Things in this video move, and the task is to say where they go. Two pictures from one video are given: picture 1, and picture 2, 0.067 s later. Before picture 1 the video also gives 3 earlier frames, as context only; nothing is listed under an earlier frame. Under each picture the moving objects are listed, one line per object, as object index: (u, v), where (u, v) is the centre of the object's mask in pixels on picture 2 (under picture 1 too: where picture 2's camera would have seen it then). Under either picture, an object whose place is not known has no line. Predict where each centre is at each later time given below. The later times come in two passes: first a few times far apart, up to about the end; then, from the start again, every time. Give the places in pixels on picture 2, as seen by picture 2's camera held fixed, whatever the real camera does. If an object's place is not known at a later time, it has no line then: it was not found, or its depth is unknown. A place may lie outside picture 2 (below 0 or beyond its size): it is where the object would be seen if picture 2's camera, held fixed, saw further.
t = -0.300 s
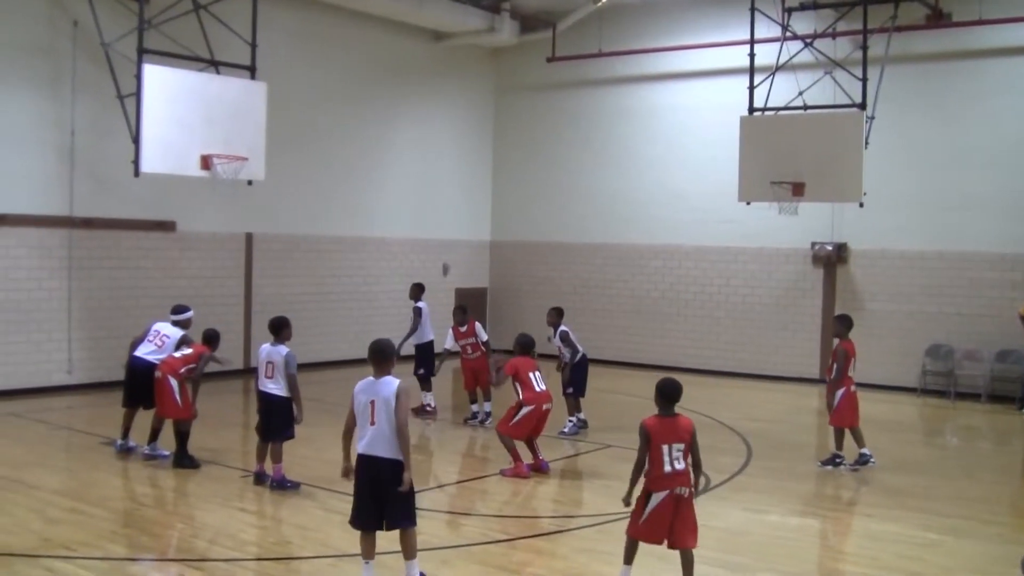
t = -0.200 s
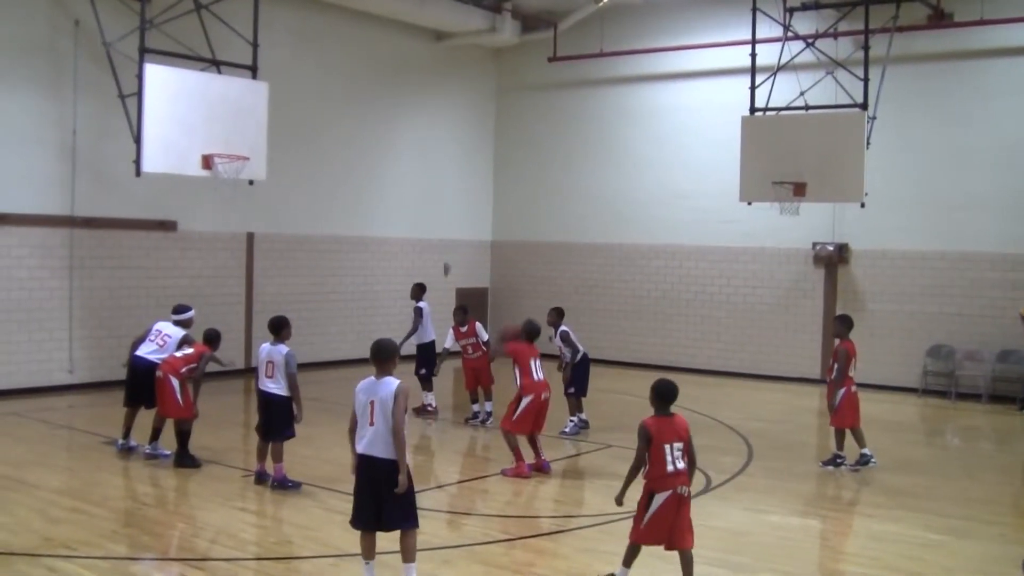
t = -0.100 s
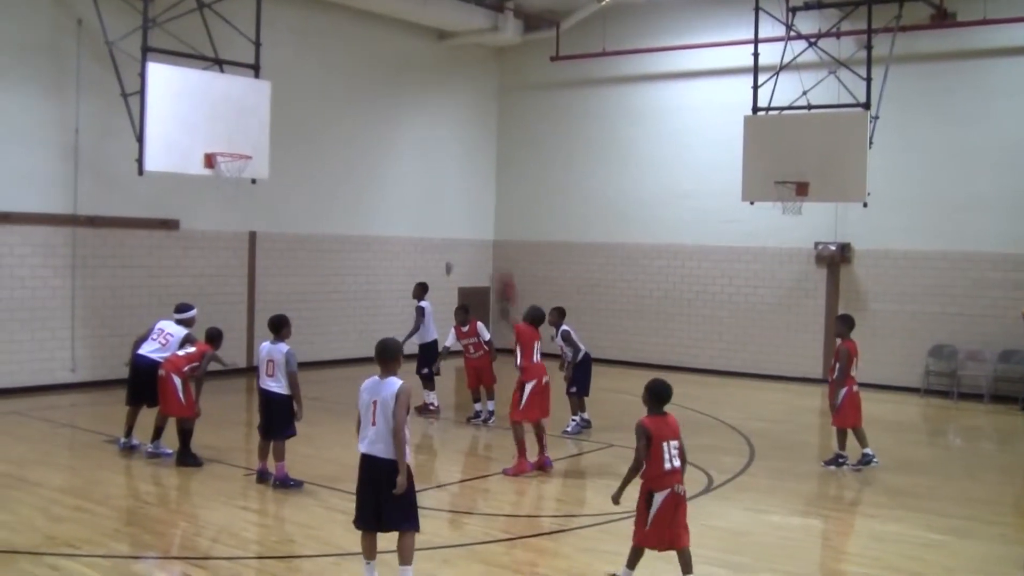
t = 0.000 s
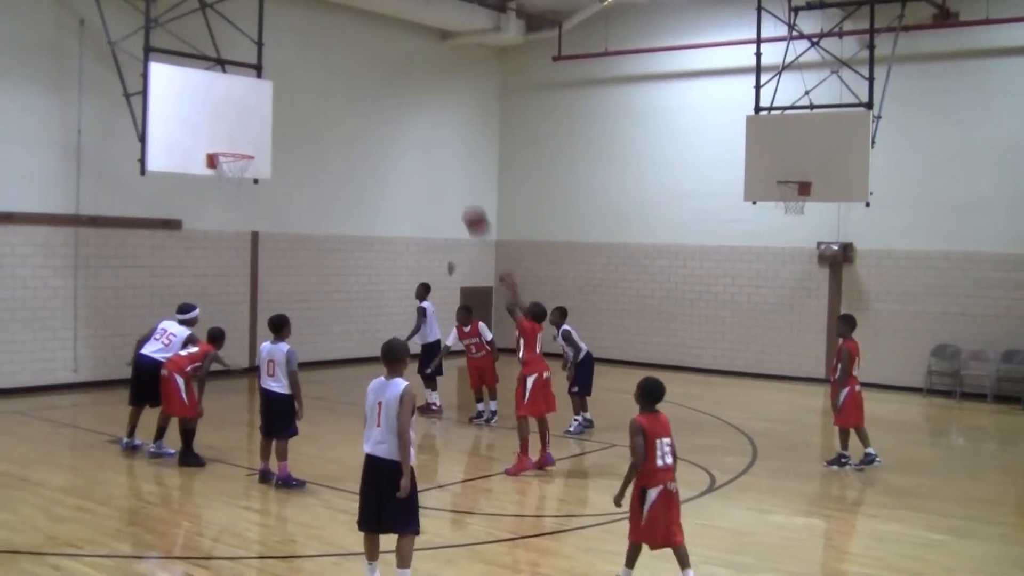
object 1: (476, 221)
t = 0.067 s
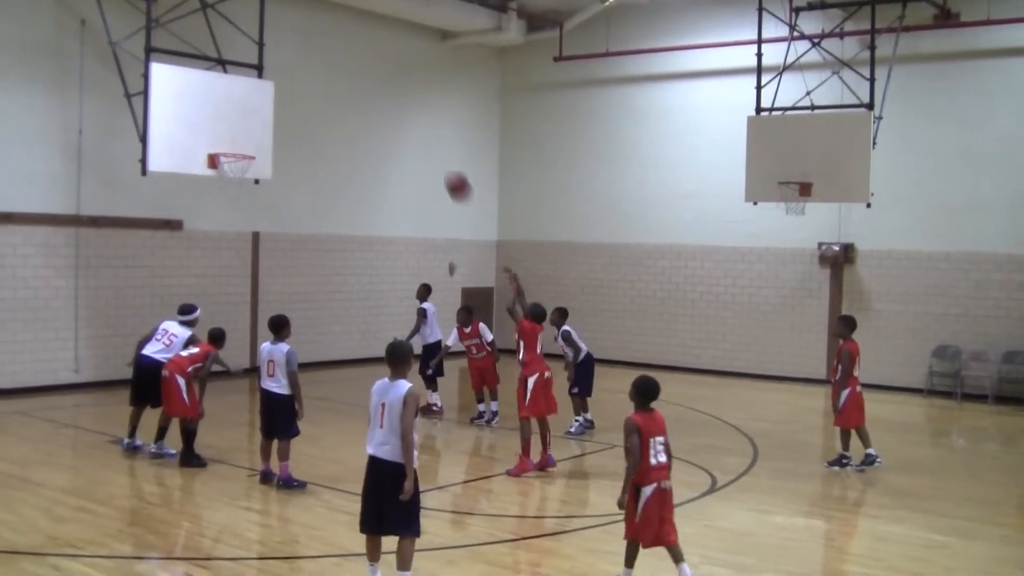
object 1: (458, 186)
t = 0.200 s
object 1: (420, 130)
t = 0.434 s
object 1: (361, 82)
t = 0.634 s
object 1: (314, 80)
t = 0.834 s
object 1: (267, 112)
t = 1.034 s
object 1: (227, 170)
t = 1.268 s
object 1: (213, 206)
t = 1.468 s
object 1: (201, 273)
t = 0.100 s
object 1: (448, 170)
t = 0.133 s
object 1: (438, 155)
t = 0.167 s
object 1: (430, 143)
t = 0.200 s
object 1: (420, 130)
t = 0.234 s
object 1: (412, 121)
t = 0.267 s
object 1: (403, 111)
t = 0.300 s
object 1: (394, 103)
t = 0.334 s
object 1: (385, 96)
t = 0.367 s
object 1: (377, 90)
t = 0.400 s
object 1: (369, 85)
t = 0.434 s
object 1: (361, 82)
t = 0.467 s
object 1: (353, 79)
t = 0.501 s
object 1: (345, 77)
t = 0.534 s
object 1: (337, 76)
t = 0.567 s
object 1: (329, 77)
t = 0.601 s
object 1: (321, 78)
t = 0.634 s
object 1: (314, 80)
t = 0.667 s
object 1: (306, 84)
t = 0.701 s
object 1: (299, 88)
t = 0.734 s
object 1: (292, 93)
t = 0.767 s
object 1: (283, 98)
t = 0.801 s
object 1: (275, 104)
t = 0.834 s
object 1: (267, 112)
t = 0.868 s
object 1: (260, 121)
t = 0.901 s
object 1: (253, 130)
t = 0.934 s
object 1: (246, 140)
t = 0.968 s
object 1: (240, 150)
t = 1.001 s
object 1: (232, 163)
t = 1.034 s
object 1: (227, 170)
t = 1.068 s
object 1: (223, 175)
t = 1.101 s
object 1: (220, 179)
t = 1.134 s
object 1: (219, 181)
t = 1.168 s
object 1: (217, 186)
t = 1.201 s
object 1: (216, 192)
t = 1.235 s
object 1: (215, 199)
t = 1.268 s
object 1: (213, 206)
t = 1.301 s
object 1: (211, 215)
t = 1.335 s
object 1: (209, 224)
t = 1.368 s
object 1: (207, 235)
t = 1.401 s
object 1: (205, 246)
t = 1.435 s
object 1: (204, 259)
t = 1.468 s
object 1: (201, 273)
